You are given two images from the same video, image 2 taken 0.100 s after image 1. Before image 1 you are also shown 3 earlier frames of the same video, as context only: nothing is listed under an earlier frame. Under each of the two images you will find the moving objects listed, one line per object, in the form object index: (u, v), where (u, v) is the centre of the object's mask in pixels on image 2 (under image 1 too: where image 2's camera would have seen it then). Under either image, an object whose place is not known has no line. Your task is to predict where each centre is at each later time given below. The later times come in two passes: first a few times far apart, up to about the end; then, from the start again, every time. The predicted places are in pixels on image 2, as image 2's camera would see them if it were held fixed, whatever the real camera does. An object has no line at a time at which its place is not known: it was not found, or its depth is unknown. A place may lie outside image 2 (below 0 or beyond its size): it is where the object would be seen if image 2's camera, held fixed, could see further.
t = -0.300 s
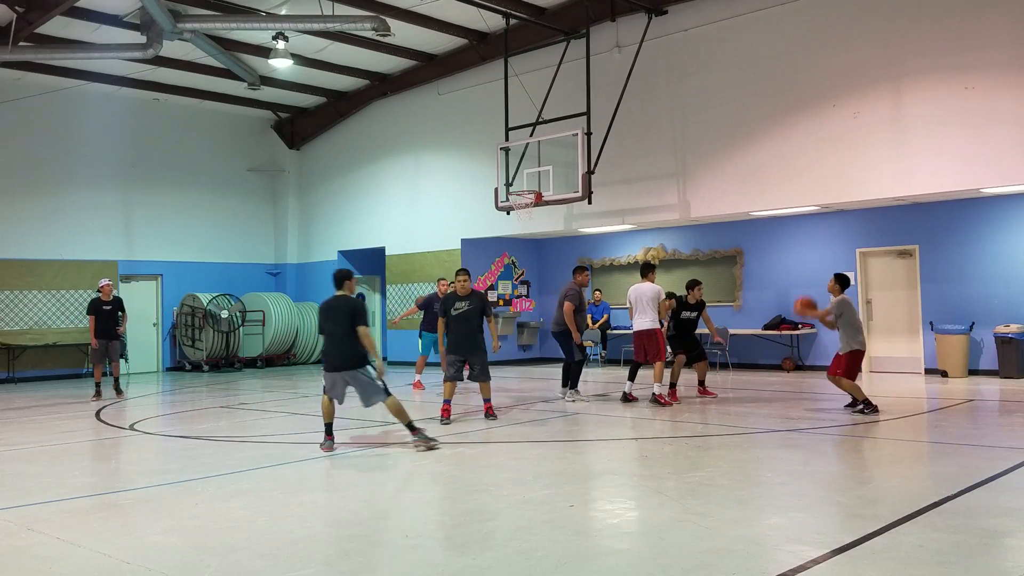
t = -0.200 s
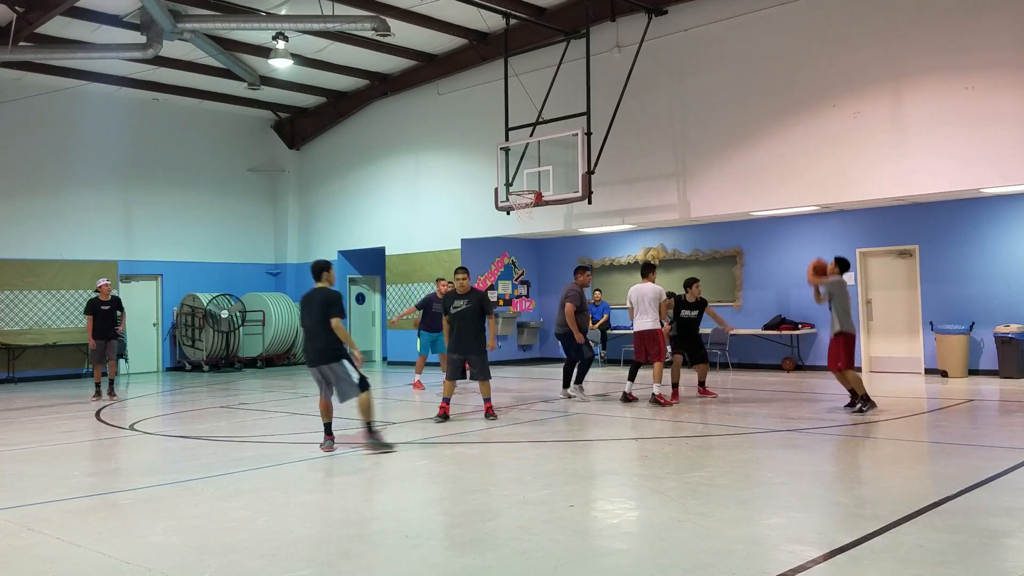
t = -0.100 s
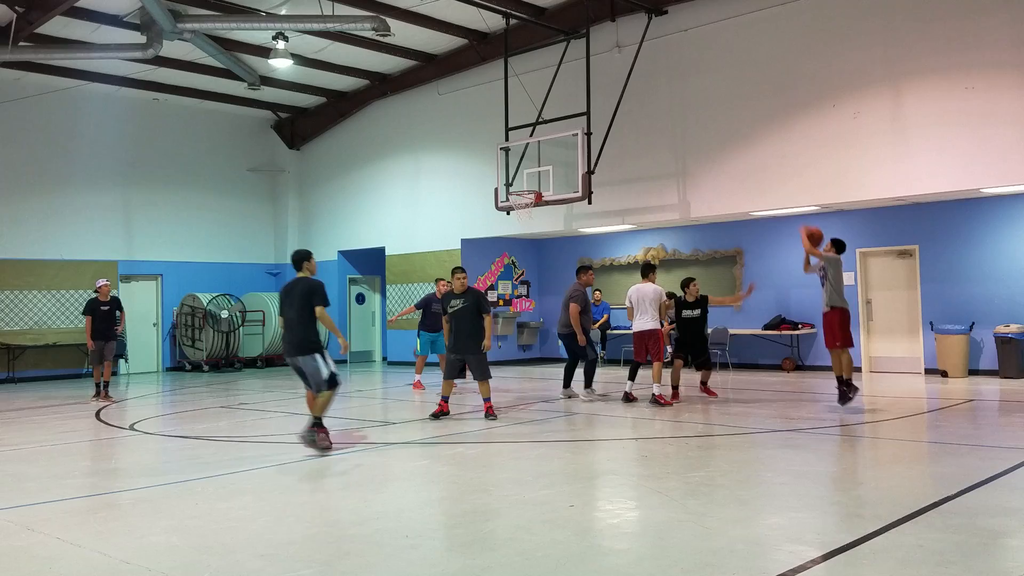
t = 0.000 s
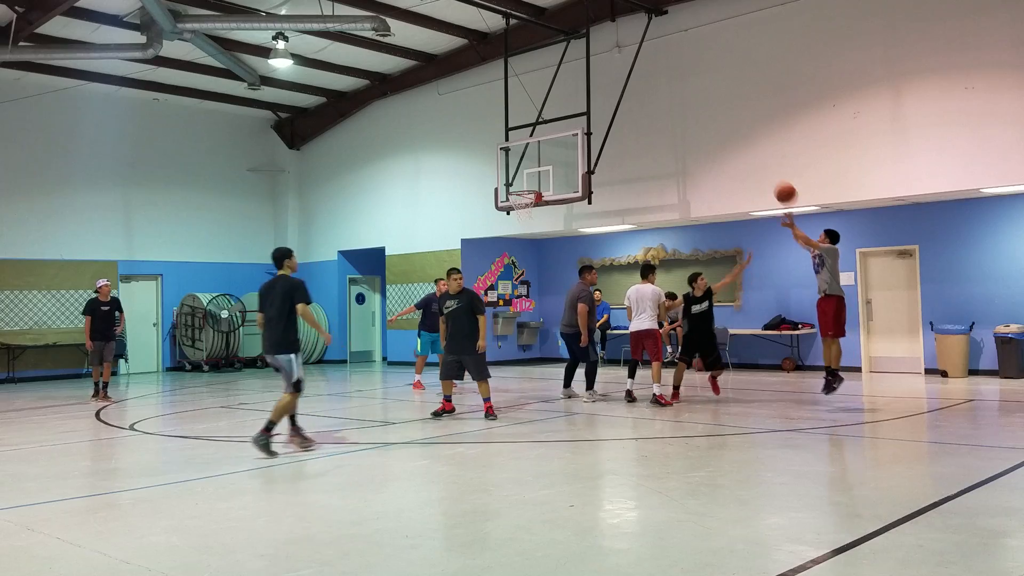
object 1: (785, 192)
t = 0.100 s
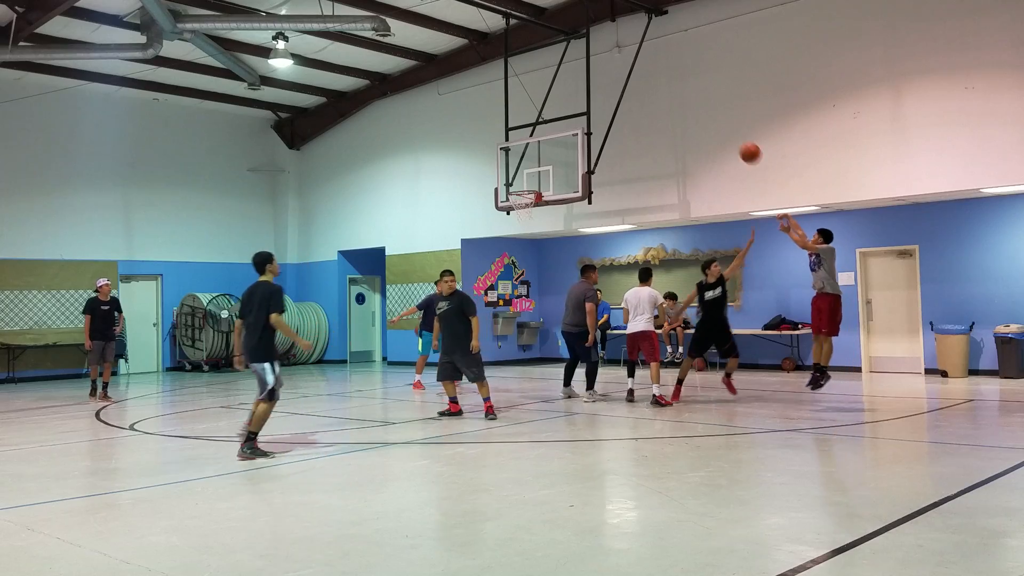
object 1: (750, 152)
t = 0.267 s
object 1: (697, 109)
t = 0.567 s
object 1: (620, 91)
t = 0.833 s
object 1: (564, 126)
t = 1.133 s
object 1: (520, 194)
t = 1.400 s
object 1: (529, 217)
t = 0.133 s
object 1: (738, 141)
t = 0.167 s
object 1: (728, 132)
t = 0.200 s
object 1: (717, 123)
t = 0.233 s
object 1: (707, 116)
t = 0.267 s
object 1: (697, 109)
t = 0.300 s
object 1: (688, 103)
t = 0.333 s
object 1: (678, 99)
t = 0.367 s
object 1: (670, 95)
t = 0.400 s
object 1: (661, 92)
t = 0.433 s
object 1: (652, 90)
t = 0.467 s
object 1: (644, 89)
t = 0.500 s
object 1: (636, 89)
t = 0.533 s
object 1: (628, 90)
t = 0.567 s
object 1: (620, 91)
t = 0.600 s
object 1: (612, 93)
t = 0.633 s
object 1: (605, 96)
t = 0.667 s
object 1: (598, 99)
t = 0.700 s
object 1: (590, 103)
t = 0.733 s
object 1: (583, 108)
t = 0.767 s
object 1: (577, 113)
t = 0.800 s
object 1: (570, 119)
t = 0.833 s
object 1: (564, 126)
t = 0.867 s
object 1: (558, 133)
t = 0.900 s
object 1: (551, 141)
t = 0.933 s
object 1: (545, 149)
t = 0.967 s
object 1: (539, 157)
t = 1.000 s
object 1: (533, 166)
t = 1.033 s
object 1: (528, 176)
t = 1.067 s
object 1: (522, 185)
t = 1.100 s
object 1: (520, 192)
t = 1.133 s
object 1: (520, 194)
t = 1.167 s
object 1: (522, 196)
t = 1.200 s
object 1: (526, 199)
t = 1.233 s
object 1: (530, 205)
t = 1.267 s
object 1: (532, 207)
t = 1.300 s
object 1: (531, 209)
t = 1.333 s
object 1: (531, 210)
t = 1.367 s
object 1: (530, 212)
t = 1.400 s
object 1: (529, 217)
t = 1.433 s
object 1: (528, 221)
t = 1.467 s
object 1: (527, 226)
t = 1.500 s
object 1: (525, 231)
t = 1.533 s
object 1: (524, 237)
